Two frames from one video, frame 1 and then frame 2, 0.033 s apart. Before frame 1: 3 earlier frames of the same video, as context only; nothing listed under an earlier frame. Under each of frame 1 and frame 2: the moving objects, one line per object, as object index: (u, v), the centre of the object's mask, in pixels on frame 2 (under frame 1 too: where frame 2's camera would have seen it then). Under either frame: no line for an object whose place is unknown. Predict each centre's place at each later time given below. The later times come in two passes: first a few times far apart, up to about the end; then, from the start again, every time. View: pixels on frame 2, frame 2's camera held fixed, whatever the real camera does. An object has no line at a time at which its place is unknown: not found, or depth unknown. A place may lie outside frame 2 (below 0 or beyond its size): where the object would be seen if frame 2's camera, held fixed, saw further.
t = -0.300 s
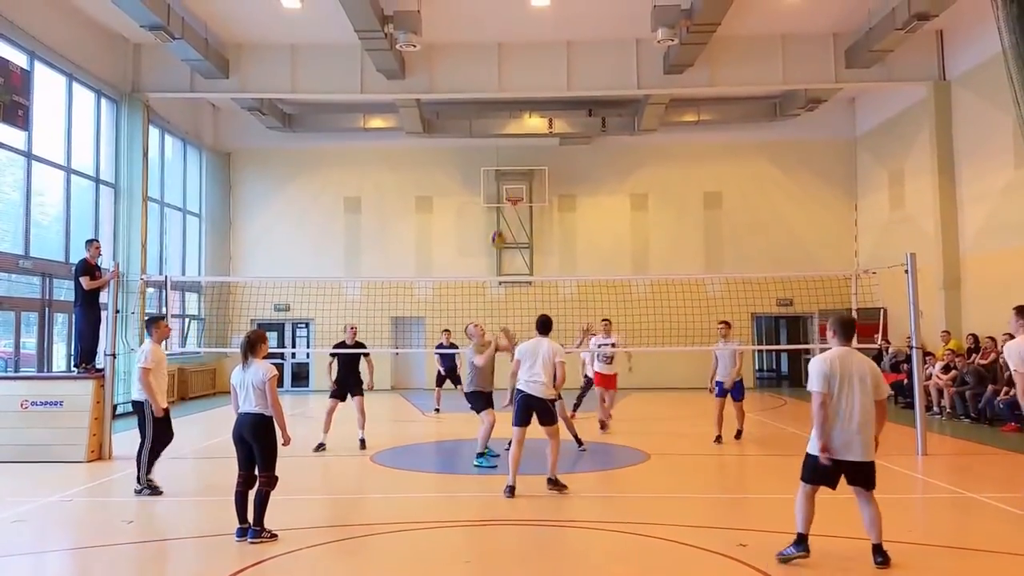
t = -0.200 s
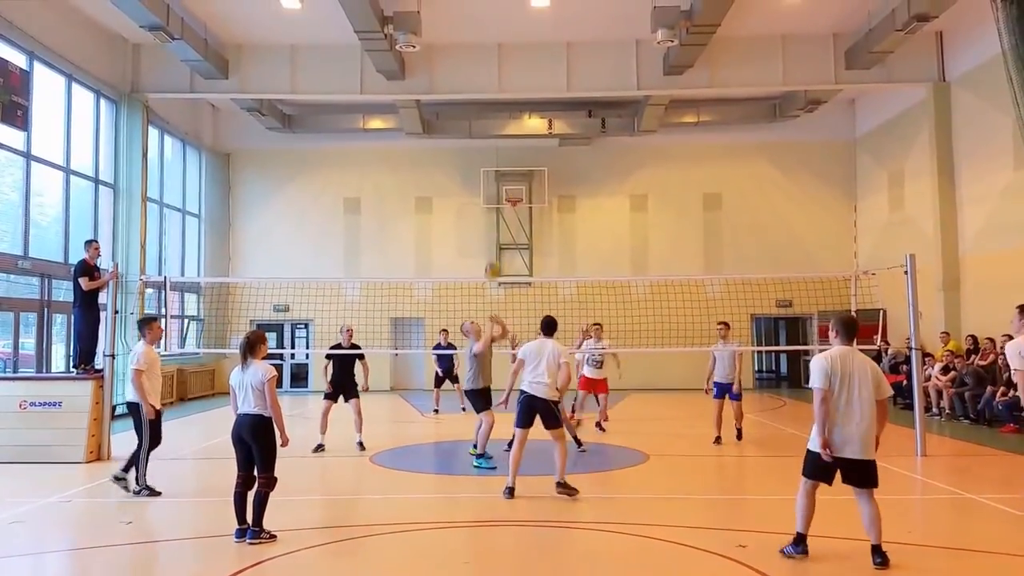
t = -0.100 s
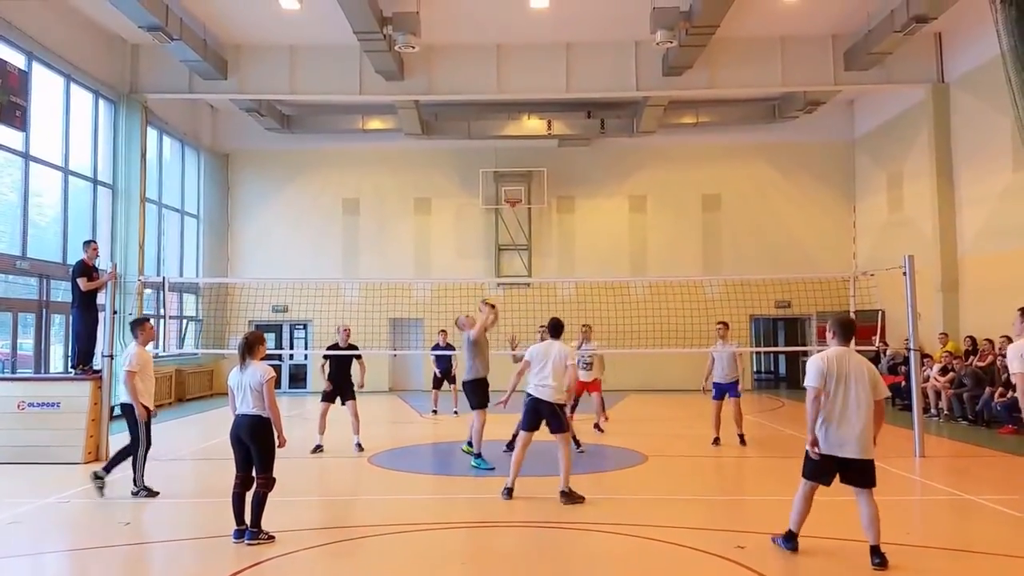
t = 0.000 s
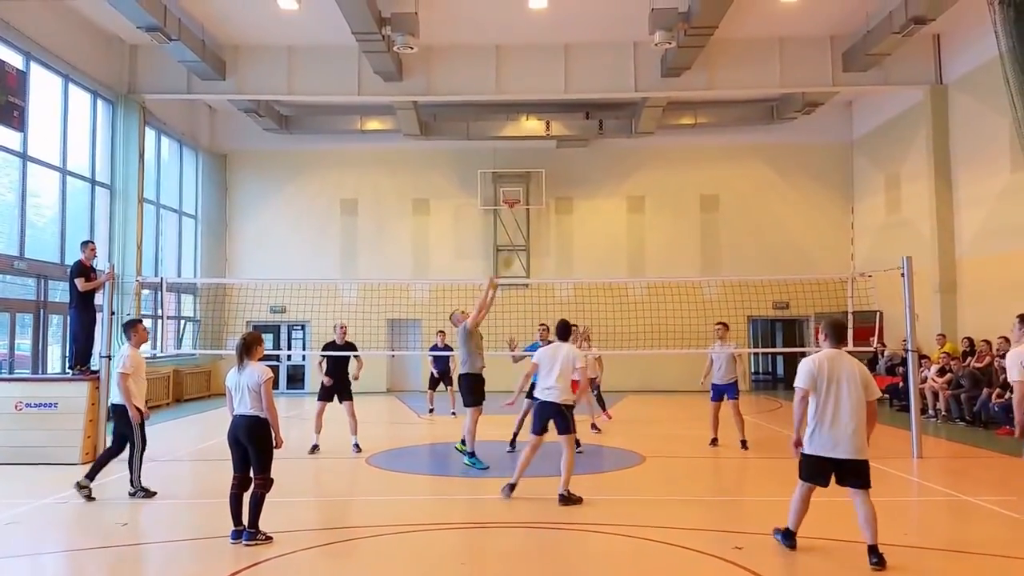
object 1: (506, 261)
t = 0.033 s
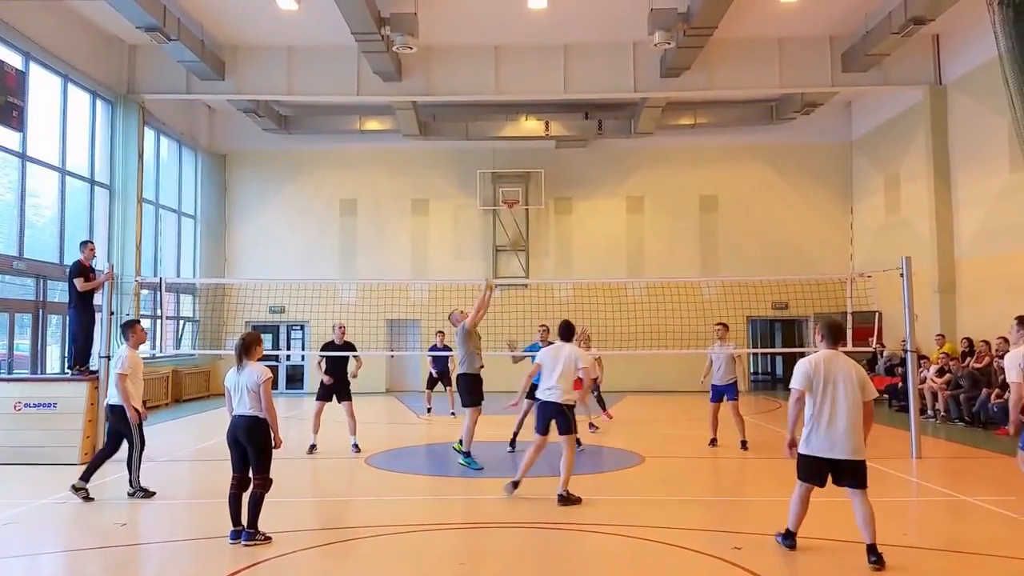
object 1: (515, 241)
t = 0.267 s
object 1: (578, 144)
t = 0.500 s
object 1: (646, 87)
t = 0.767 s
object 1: (721, 80)
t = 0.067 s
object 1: (526, 224)
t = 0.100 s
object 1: (534, 207)
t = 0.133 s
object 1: (542, 194)
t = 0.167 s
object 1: (552, 180)
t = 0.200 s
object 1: (561, 167)
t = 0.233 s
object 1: (570, 155)
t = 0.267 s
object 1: (578, 144)
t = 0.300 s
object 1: (589, 133)
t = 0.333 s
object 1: (598, 124)
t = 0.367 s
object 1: (607, 113)
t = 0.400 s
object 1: (617, 105)
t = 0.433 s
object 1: (627, 99)
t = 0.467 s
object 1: (637, 92)
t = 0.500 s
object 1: (646, 87)
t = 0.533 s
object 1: (656, 83)
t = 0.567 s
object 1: (665, 79)
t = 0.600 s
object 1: (675, 77)
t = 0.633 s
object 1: (684, 76)
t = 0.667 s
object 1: (693, 76)
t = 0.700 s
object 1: (702, 76)
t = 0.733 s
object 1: (712, 77)
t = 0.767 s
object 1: (721, 80)
